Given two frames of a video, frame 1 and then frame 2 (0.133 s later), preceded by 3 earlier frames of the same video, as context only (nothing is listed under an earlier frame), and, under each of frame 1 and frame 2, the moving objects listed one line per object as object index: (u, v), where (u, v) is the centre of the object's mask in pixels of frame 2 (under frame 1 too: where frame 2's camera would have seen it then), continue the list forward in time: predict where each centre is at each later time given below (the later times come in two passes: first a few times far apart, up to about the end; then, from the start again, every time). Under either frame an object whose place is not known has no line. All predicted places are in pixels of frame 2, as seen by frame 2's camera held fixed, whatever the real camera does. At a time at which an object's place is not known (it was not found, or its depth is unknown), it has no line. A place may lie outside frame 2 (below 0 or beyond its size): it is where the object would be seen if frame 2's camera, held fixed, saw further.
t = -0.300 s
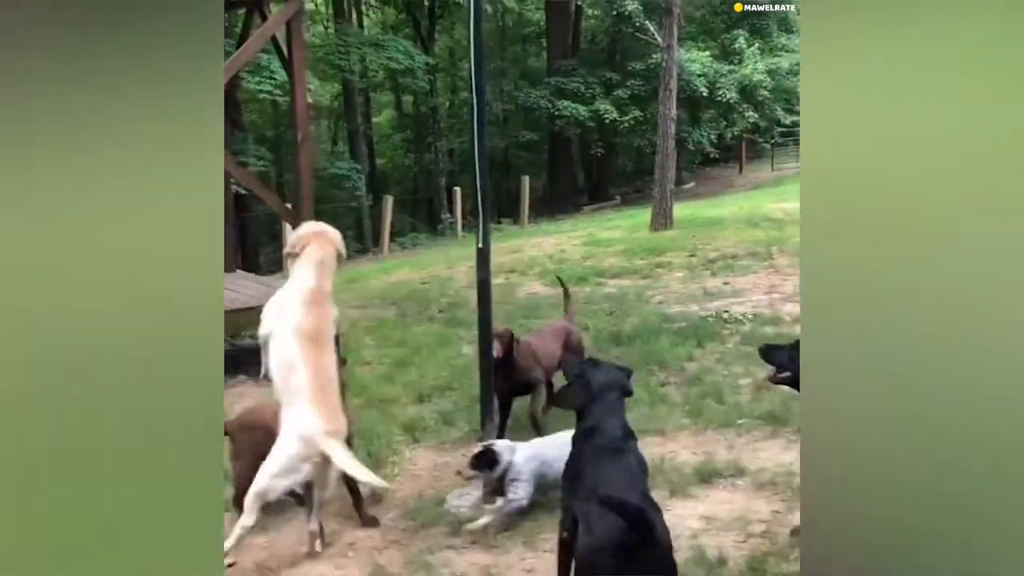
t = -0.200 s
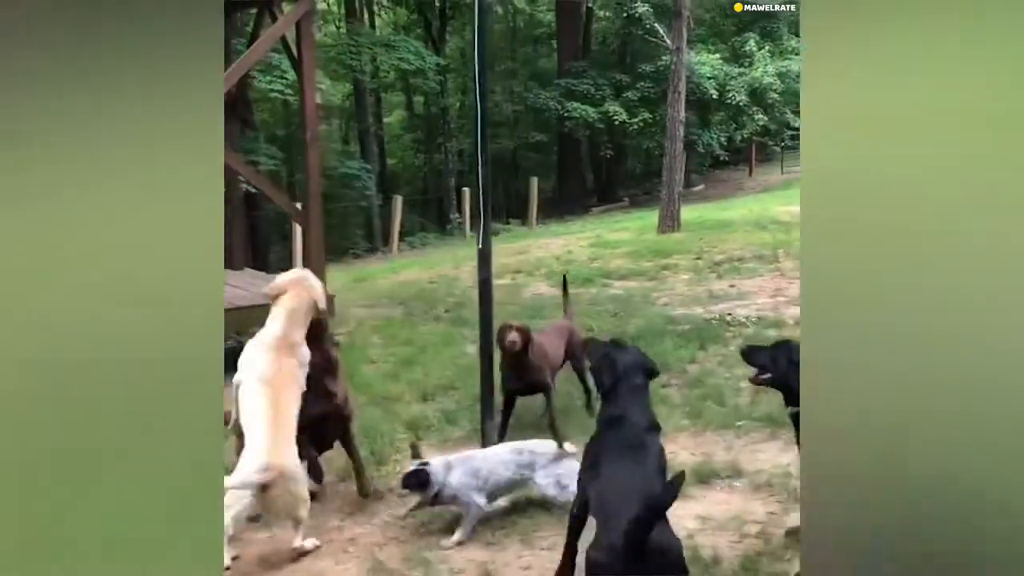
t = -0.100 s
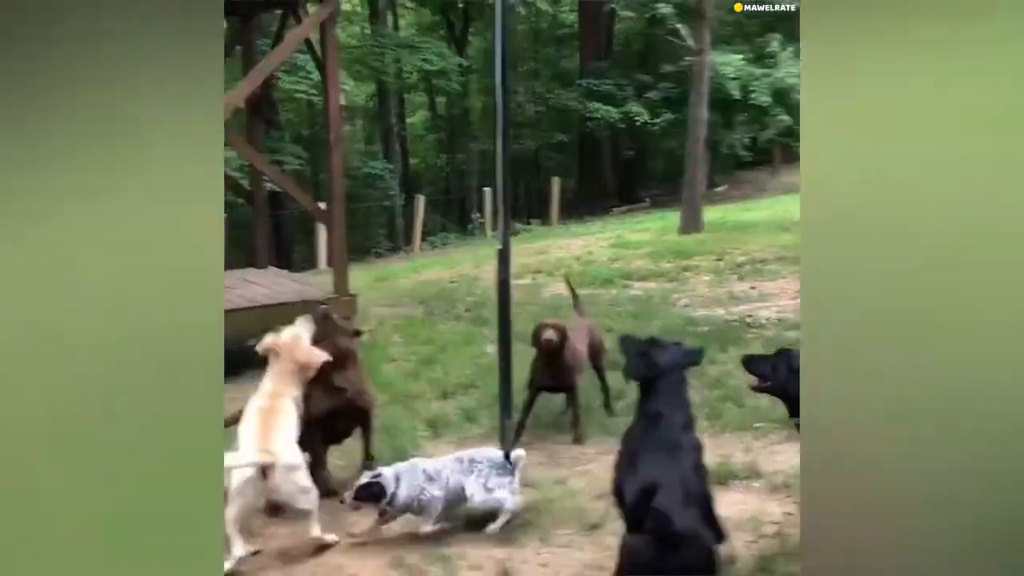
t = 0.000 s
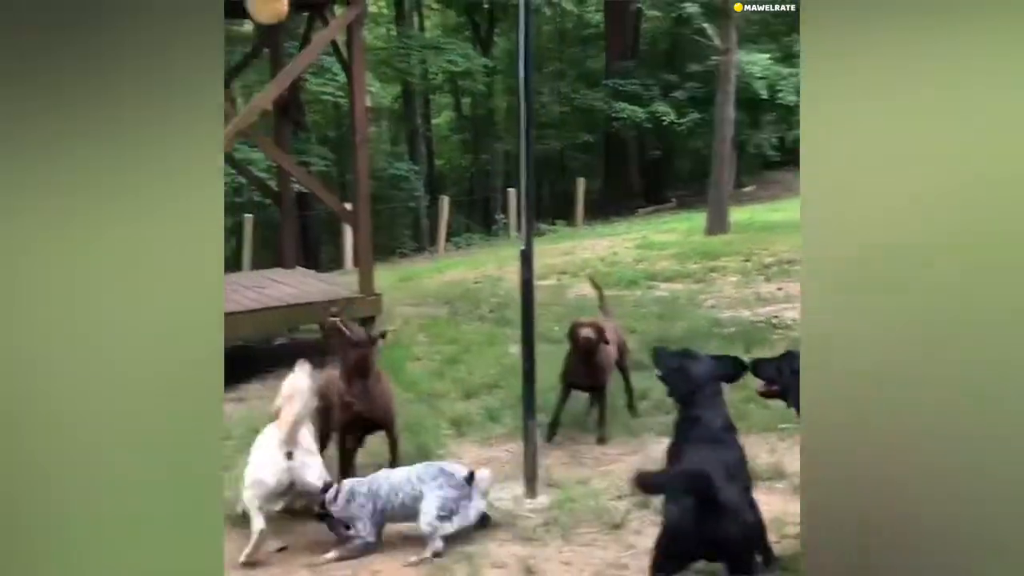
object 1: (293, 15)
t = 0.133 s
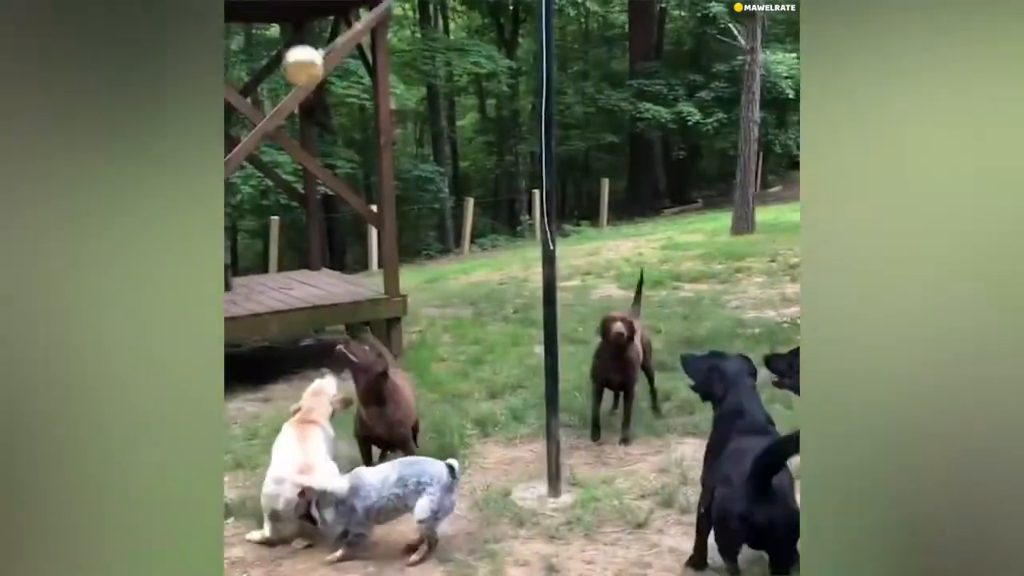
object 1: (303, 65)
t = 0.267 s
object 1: (356, 130)
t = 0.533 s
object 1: (525, 250)
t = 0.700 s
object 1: (667, 252)
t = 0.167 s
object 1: (315, 80)
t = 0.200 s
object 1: (327, 96)
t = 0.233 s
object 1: (341, 113)
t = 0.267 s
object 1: (356, 130)
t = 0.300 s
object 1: (372, 150)
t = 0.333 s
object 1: (388, 171)
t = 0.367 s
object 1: (406, 191)
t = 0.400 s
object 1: (426, 210)
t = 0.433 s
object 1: (449, 224)
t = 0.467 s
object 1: (476, 233)
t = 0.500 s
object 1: (502, 242)
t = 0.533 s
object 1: (525, 250)
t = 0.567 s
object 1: (563, 257)
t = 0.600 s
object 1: (585, 265)
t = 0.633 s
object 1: (615, 268)
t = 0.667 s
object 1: (641, 263)
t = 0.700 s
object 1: (667, 252)
